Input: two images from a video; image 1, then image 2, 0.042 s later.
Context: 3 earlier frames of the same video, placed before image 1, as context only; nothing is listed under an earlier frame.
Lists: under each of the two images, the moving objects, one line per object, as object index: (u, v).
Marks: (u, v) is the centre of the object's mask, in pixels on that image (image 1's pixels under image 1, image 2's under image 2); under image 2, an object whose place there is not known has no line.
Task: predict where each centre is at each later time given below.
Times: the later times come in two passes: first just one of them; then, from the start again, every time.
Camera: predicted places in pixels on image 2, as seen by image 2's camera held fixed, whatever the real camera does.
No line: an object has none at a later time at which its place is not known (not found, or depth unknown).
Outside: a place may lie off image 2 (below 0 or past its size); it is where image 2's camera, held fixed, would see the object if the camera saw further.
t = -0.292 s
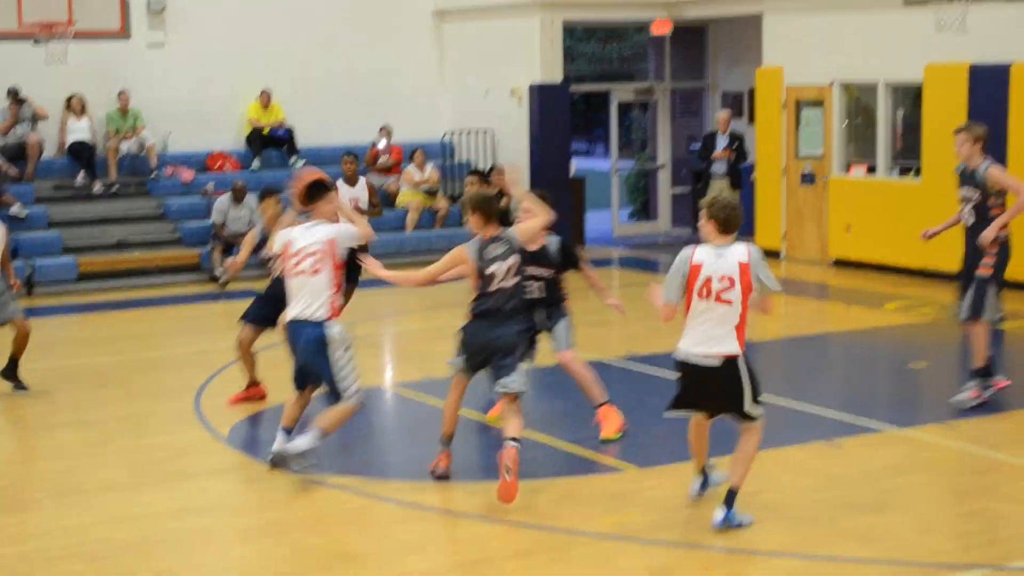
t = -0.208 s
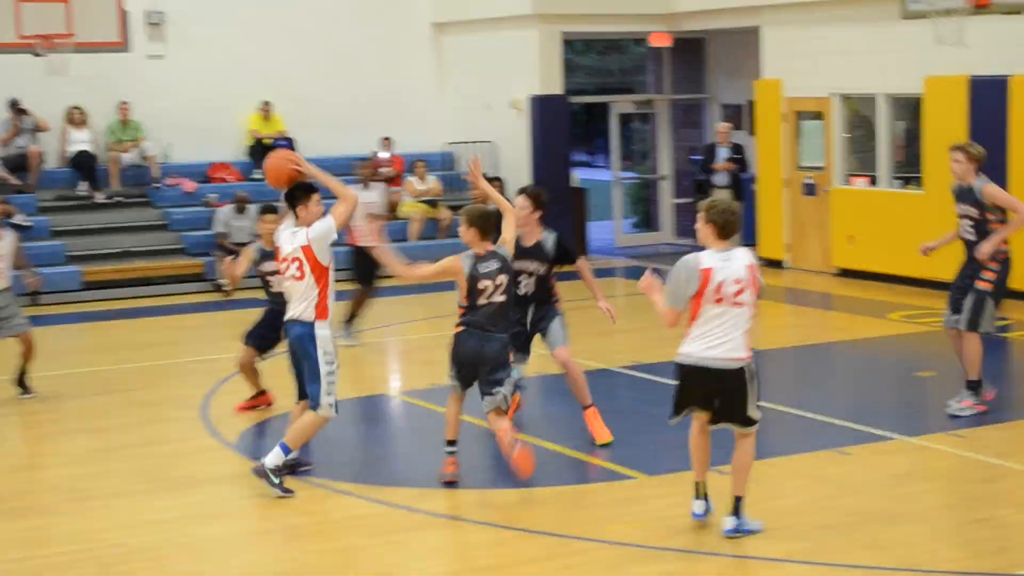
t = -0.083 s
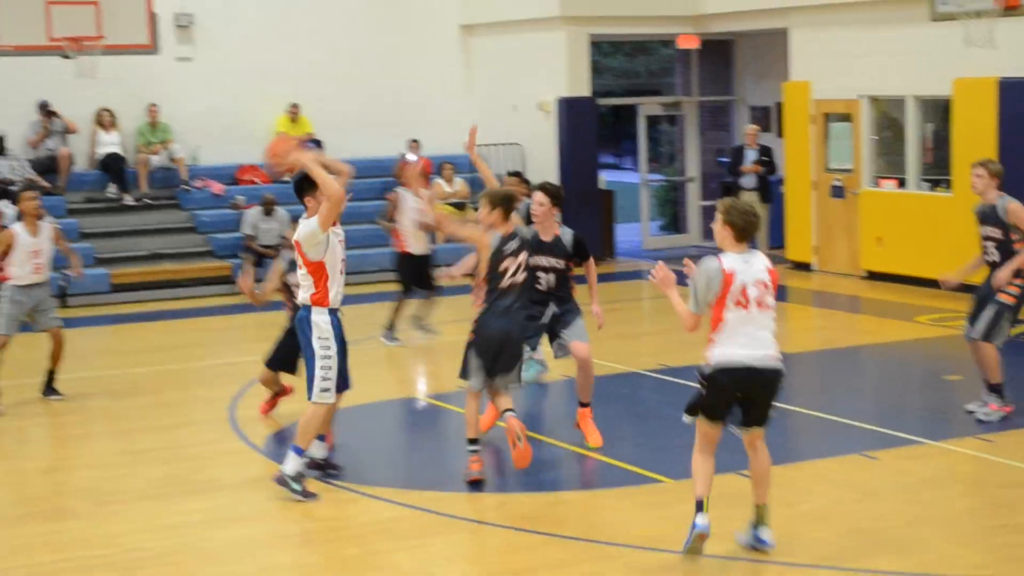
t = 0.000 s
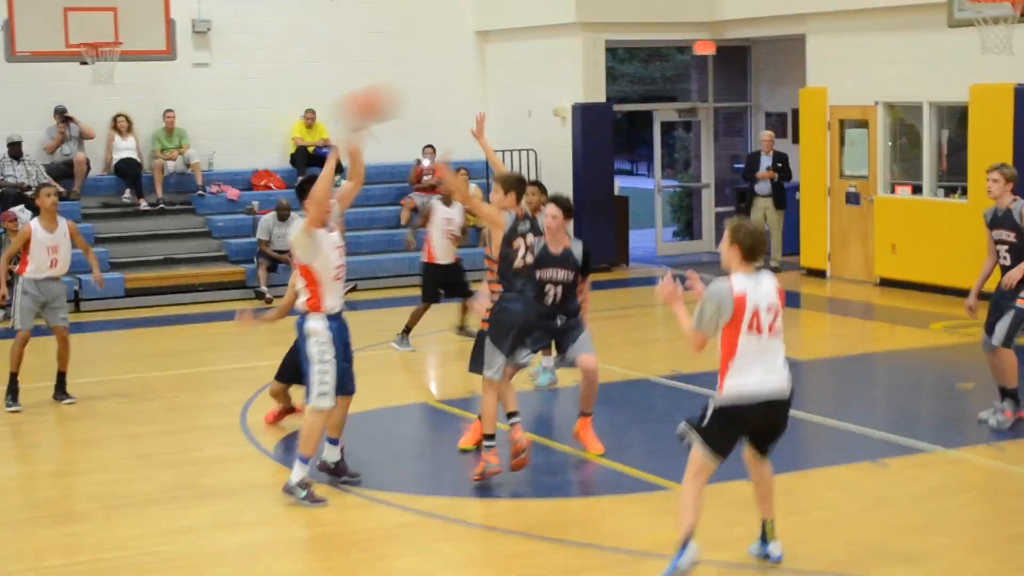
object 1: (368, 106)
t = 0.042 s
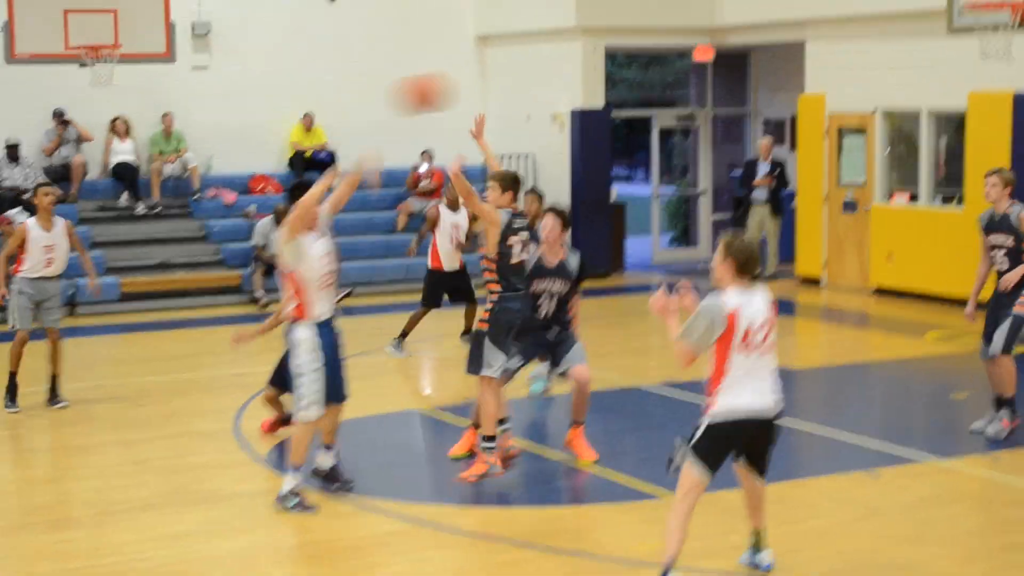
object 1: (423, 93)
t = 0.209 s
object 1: (668, 51)
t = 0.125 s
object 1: (544, 67)
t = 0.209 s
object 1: (668, 51)
